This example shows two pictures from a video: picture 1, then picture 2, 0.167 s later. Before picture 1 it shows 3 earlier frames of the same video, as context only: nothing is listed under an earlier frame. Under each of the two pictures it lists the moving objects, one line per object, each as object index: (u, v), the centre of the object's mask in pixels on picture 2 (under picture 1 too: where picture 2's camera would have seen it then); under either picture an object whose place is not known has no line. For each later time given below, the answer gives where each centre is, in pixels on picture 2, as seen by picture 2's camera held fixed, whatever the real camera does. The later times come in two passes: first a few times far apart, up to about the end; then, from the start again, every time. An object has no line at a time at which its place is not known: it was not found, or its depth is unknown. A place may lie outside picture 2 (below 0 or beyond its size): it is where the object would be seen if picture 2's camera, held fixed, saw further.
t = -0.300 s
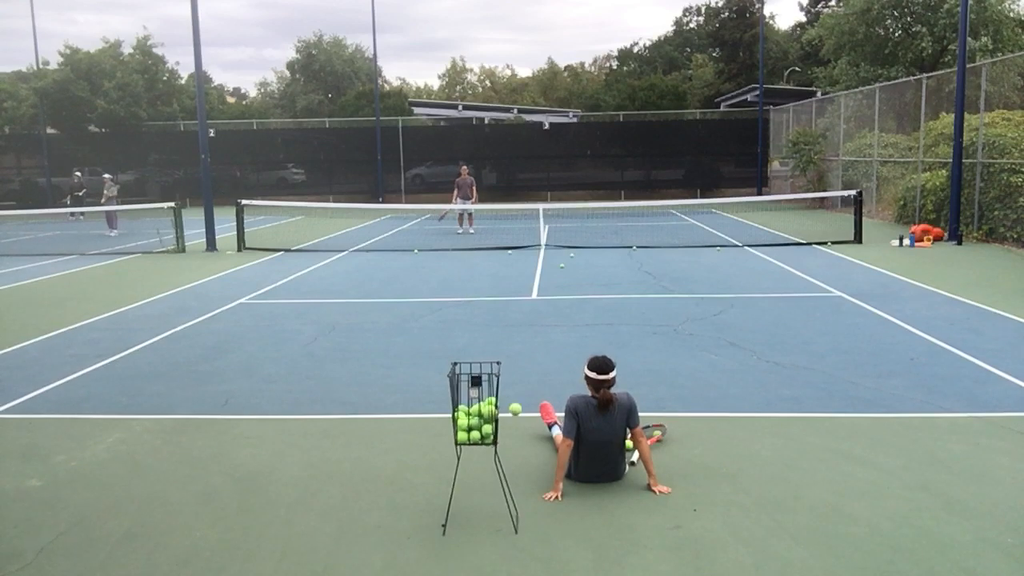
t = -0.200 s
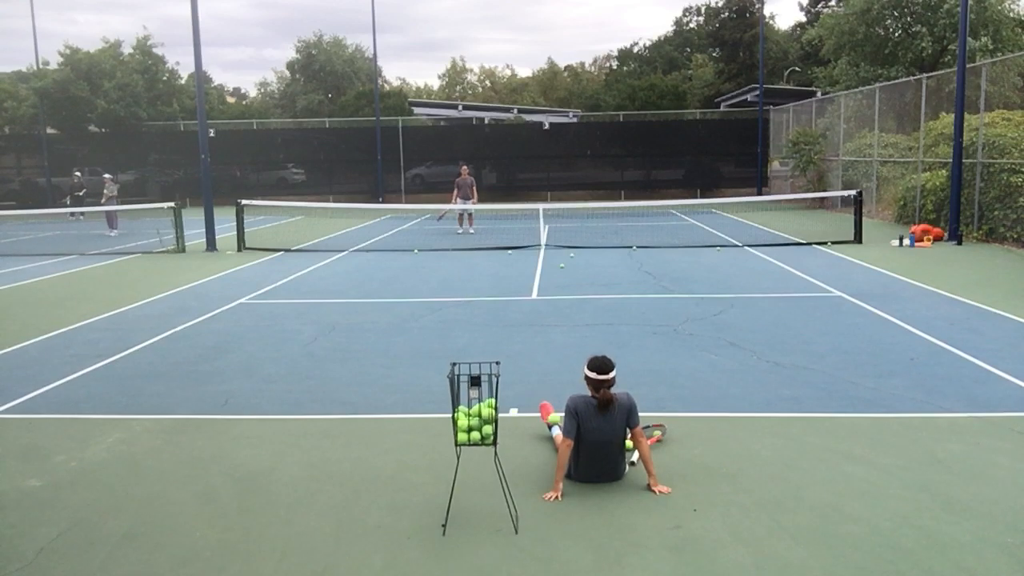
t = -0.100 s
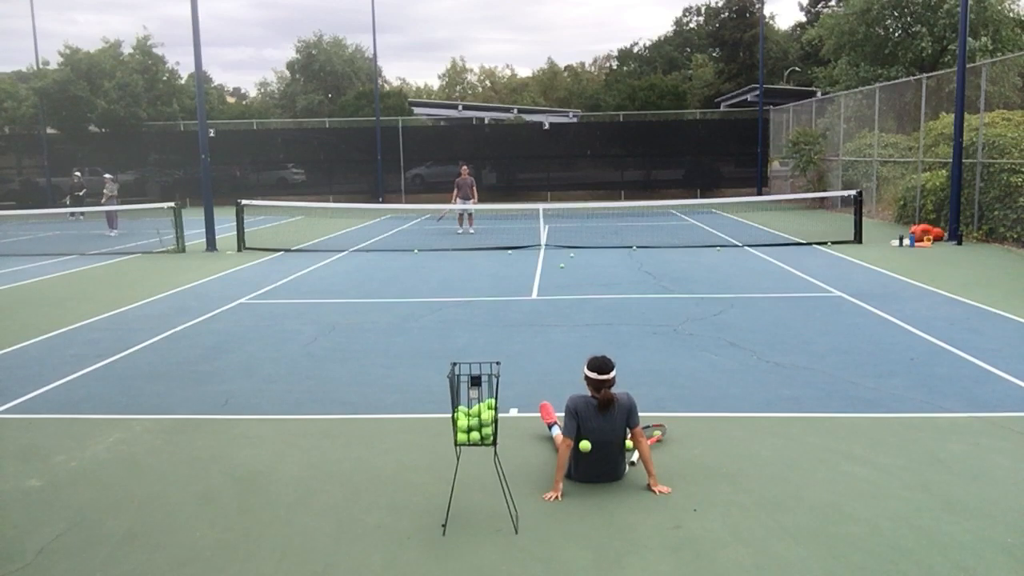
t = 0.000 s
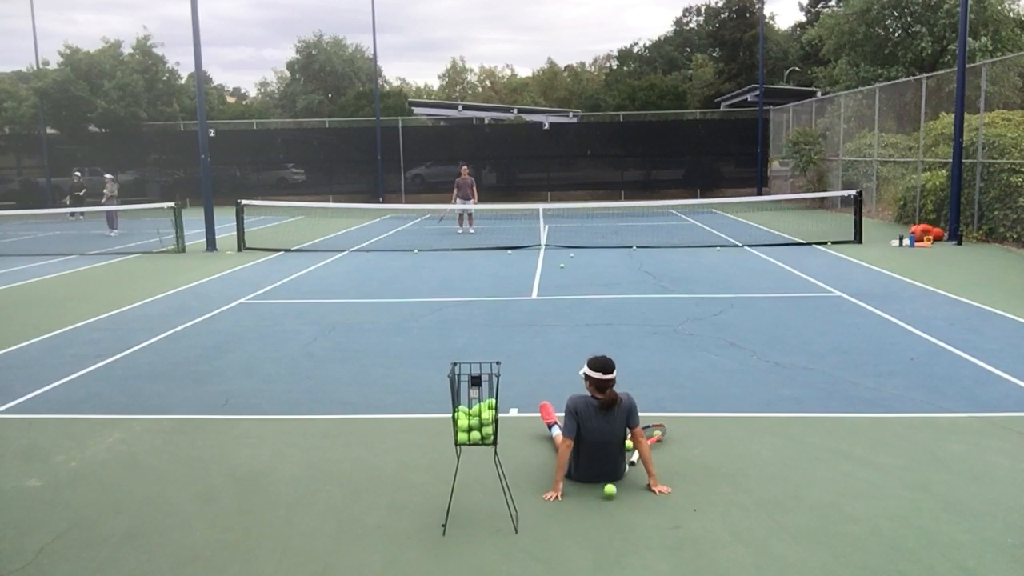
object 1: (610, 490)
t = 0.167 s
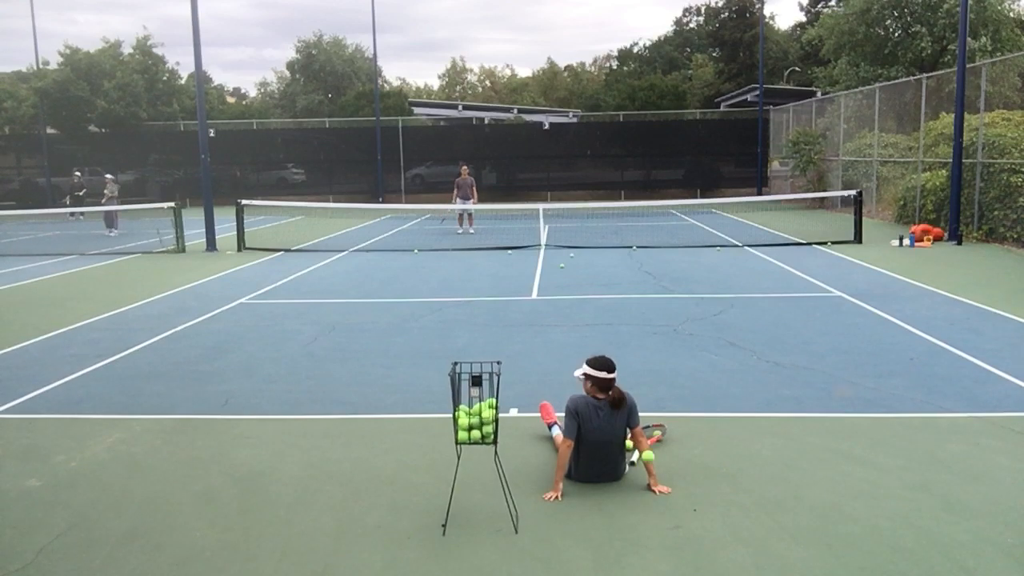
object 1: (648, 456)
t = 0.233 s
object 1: (663, 453)
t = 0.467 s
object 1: (720, 505)
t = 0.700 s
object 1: (780, 499)
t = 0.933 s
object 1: (842, 546)
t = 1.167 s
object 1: (912, 558)
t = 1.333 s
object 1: (965, 571)
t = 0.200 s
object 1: (655, 454)
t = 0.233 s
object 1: (663, 453)
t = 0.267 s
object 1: (671, 454)
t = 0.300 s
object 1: (679, 458)
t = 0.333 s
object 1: (687, 463)
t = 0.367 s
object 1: (695, 470)
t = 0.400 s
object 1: (704, 480)
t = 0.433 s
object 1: (712, 491)
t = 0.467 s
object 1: (720, 505)
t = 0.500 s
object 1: (728, 521)
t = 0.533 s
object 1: (736, 516)
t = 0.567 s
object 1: (745, 509)
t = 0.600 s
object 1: (753, 503)
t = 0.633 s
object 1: (762, 500)
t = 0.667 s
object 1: (770, 498)
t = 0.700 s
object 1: (780, 499)
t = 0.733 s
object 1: (788, 502)
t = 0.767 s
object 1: (797, 507)
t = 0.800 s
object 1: (806, 514)
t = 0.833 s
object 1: (815, 524)
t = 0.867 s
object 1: (824, 536)
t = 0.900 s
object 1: (832, 550)
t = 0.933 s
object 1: (842, 546)
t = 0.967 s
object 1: (852, 541)
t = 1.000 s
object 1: (862, 538)
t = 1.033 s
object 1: (872, 538)
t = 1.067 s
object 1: (882, 539)
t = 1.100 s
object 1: (892, 543)
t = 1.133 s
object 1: (902, 549)
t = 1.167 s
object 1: (912, 558)
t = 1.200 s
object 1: (922, 569)
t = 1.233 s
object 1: (932, 573)
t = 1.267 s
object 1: (943, 571)
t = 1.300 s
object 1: (954, 570)
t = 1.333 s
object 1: (965, 571)
